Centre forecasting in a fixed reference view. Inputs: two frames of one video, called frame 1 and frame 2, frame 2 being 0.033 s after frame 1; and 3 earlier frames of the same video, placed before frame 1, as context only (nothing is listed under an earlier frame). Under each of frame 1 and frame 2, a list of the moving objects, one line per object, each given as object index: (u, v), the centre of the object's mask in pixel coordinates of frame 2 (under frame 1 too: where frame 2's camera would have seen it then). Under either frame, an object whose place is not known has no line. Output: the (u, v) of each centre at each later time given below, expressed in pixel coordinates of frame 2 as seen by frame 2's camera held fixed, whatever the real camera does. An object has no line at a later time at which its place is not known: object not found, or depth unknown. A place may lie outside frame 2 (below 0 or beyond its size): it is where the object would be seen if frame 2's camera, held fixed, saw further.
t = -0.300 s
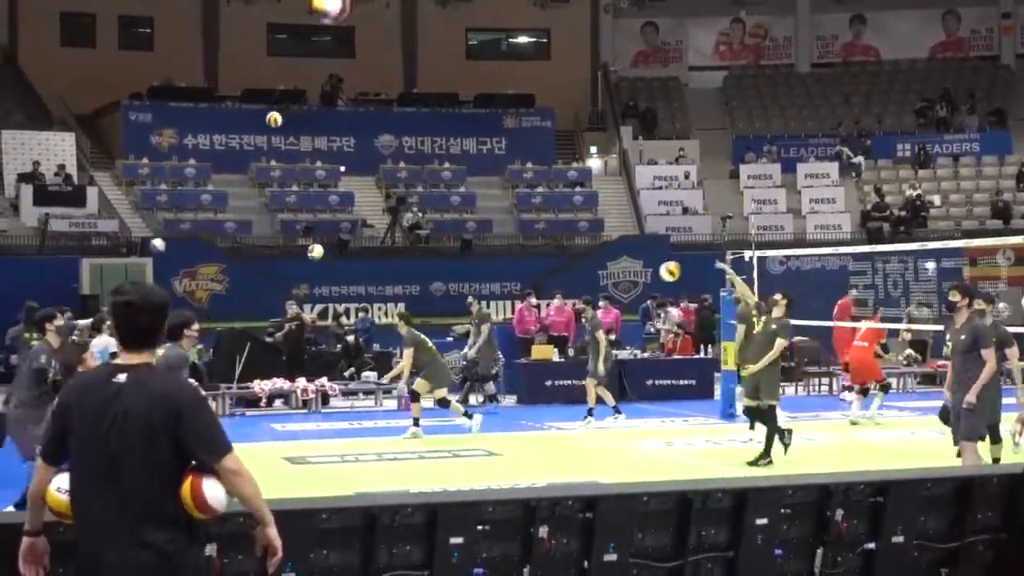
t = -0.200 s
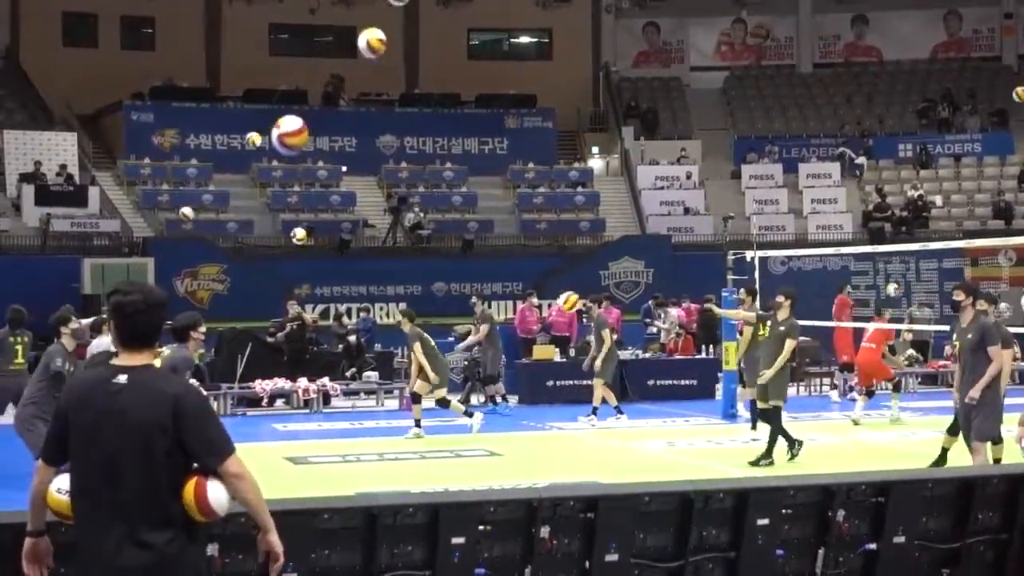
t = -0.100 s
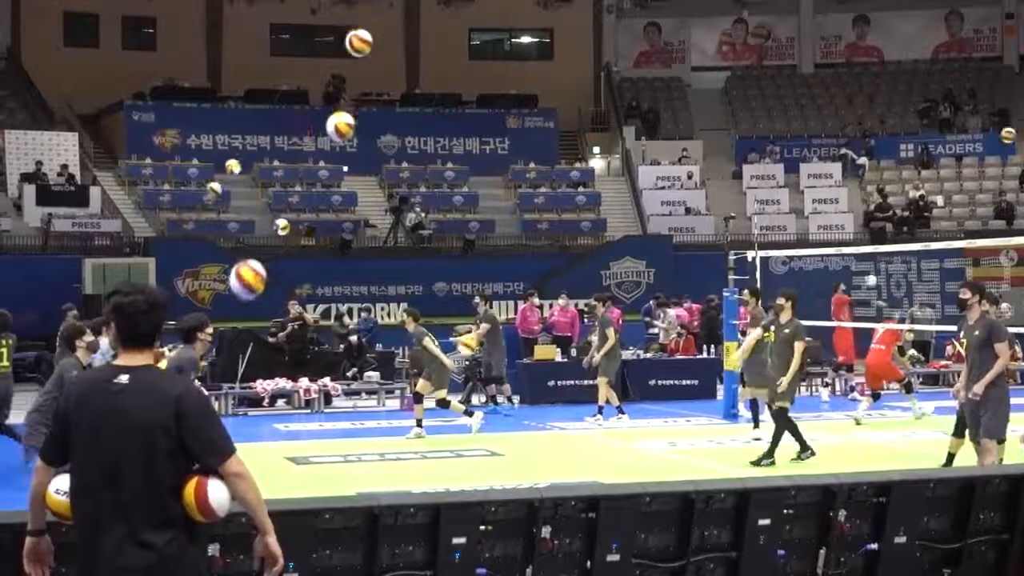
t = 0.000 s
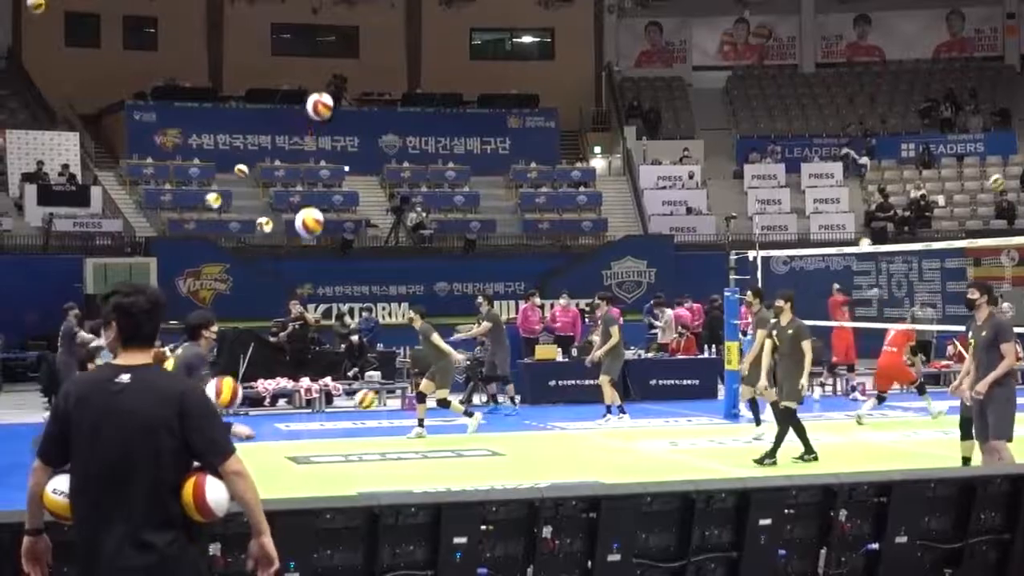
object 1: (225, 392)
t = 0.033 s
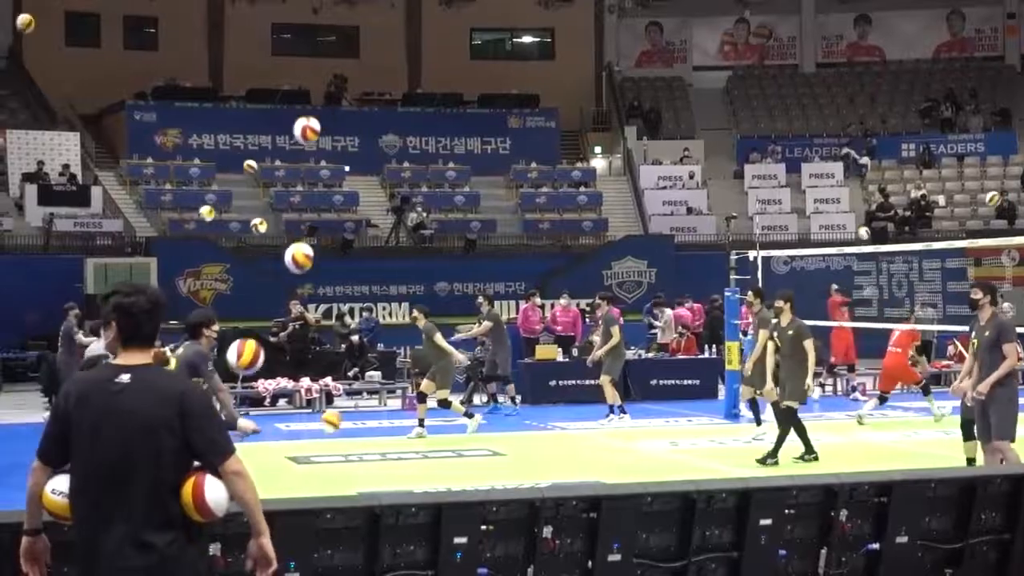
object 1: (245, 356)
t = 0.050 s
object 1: (256, 338)
